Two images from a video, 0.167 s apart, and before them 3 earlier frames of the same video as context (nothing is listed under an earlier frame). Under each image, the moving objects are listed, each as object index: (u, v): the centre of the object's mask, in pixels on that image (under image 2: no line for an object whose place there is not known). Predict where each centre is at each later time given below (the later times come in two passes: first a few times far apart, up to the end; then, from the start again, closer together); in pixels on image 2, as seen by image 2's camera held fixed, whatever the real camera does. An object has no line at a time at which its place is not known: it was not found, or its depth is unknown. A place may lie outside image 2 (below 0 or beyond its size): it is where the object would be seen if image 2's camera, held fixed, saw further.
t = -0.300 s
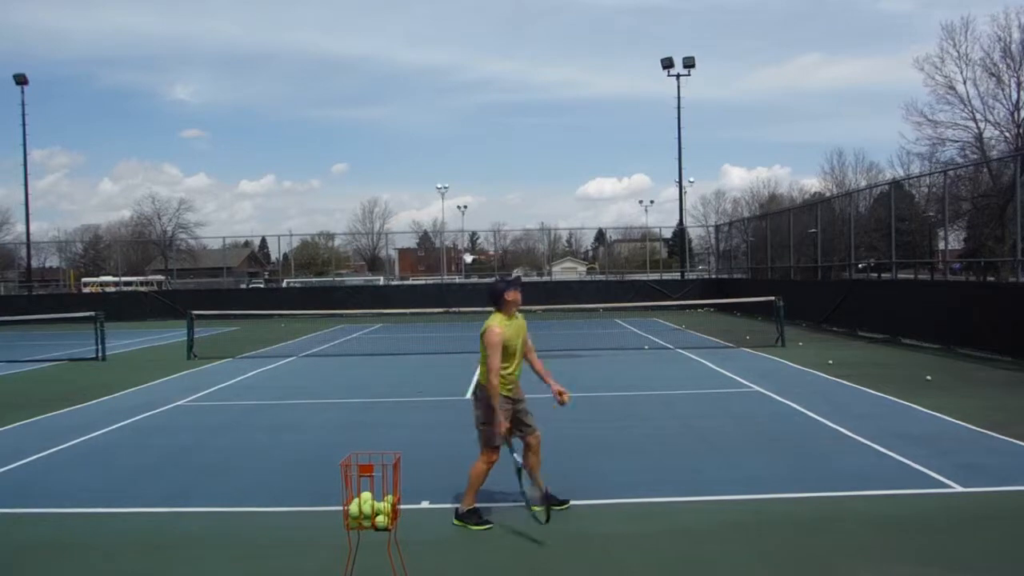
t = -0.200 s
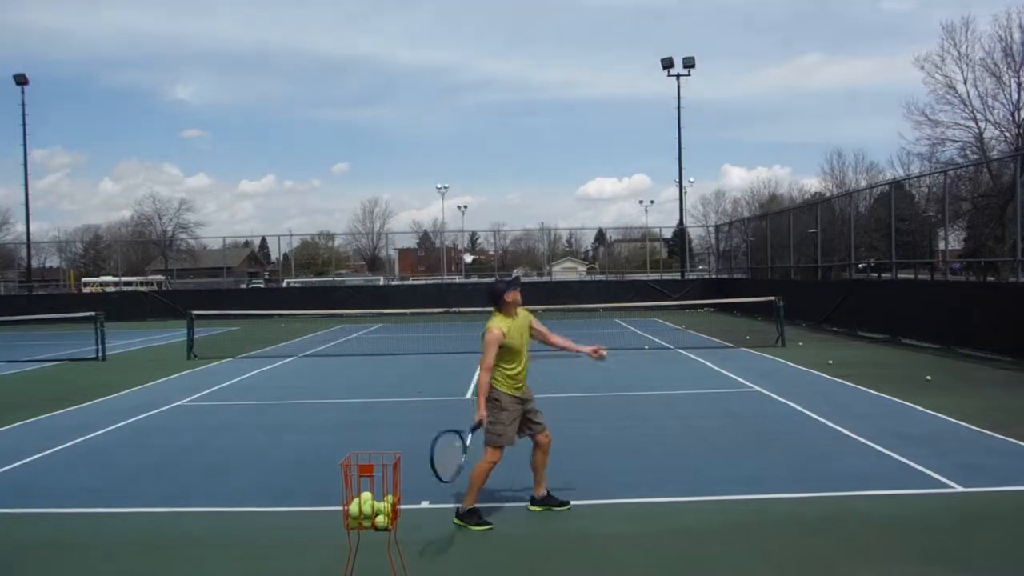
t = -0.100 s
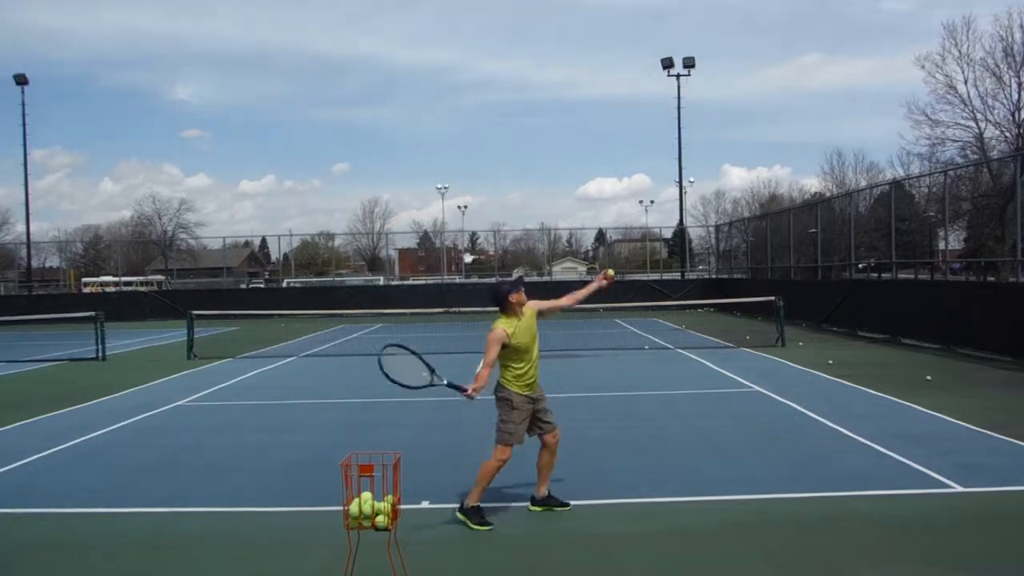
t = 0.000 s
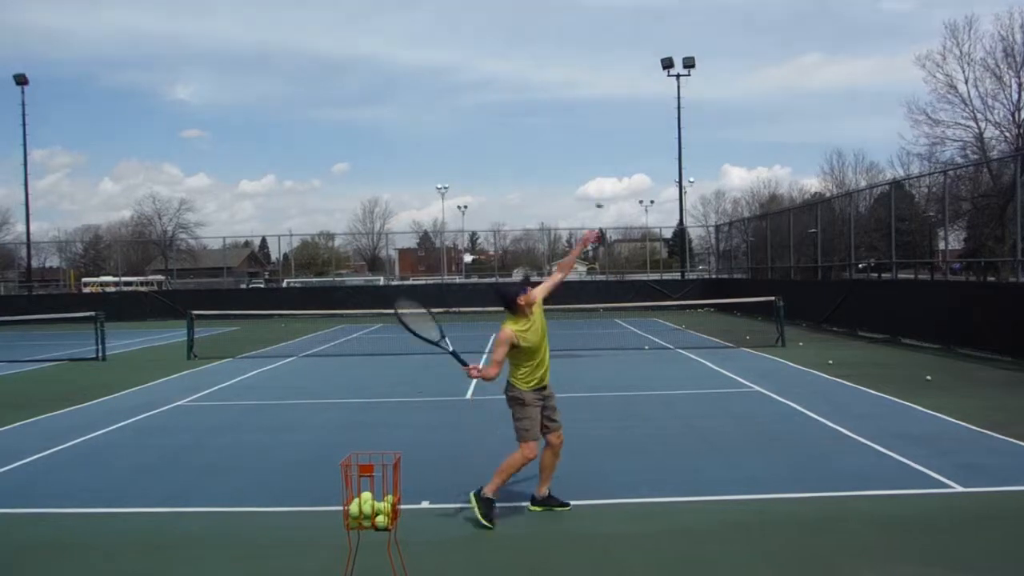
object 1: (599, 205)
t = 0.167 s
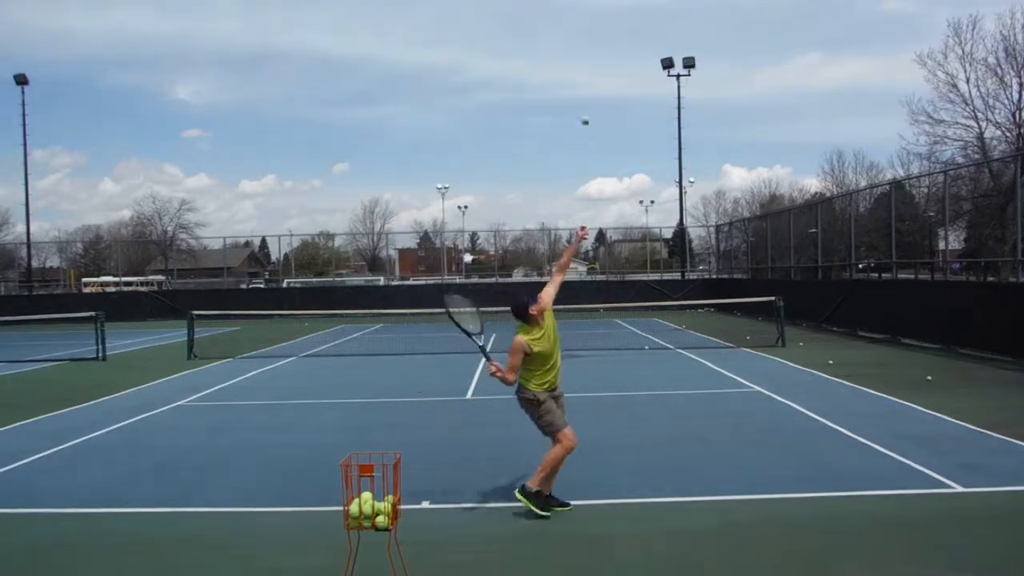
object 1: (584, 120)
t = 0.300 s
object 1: (574, 83)
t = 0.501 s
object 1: (559, 75)
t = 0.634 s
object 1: (551, 99)
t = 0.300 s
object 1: (574, 83)
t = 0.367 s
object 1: (569, 74)
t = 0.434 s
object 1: (564, 72)
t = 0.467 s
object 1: (562, 72)
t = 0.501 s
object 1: (559, 75)
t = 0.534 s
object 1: (557, 78)
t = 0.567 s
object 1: (555, 84)
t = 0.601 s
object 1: (553, 90)
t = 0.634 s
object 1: (551, 99)
